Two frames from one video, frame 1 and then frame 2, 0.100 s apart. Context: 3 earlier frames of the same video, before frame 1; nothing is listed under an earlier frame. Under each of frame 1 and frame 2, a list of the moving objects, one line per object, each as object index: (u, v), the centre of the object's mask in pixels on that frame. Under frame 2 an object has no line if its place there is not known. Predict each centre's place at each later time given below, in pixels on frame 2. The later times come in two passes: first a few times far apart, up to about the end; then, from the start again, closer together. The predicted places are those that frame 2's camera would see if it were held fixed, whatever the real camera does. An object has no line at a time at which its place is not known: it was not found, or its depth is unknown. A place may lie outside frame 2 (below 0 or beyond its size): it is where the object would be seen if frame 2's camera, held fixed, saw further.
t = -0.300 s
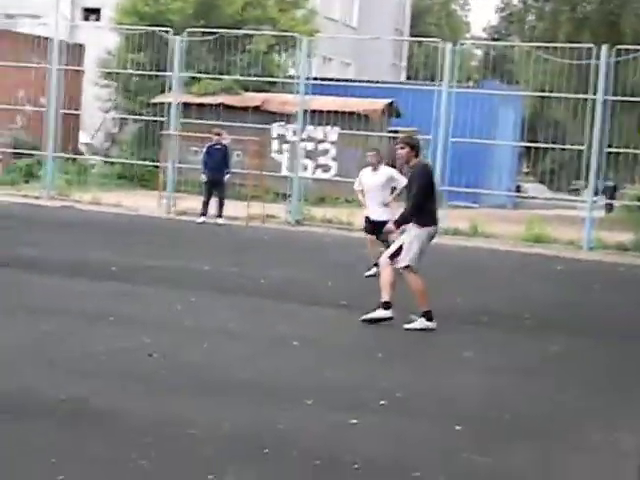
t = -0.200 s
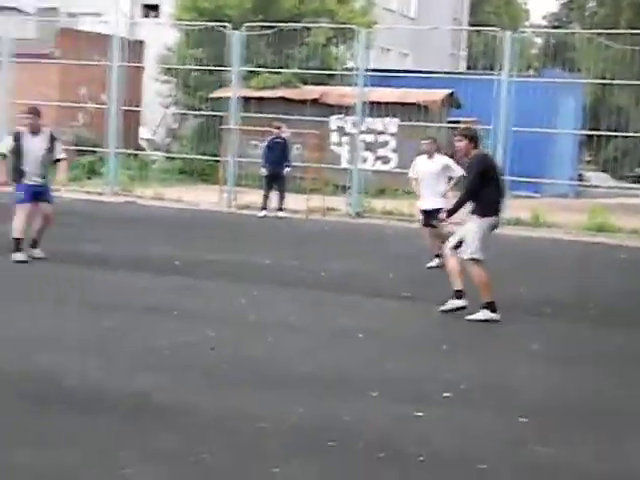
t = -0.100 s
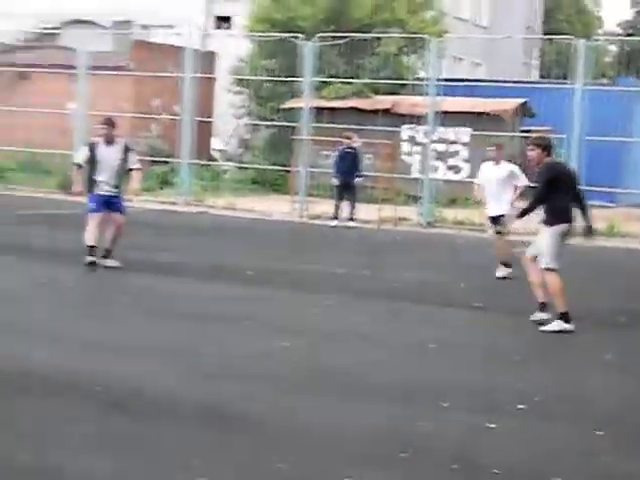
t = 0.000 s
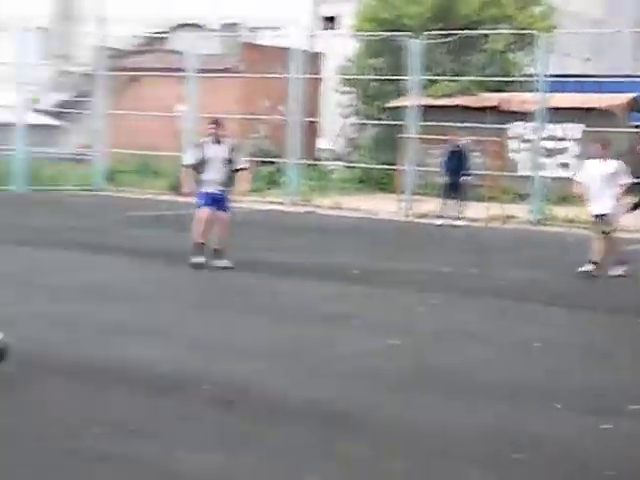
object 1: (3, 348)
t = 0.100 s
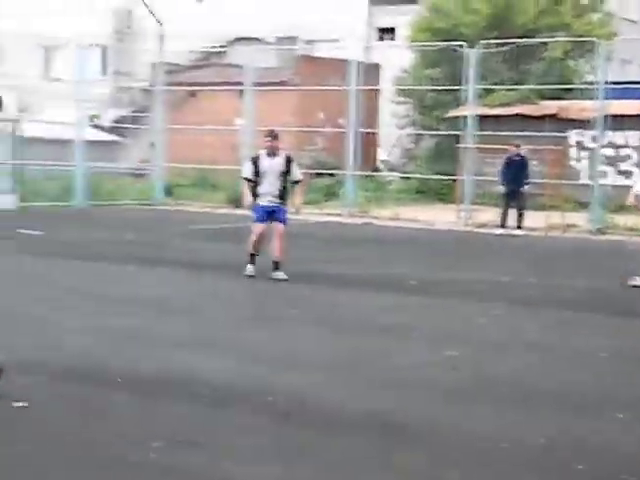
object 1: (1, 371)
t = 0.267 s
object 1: (2, 338)
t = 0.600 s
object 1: (199, 355)
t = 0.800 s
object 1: (231, 340)
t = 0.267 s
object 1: (2, 338)
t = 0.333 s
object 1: (57, 335)
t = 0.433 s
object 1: (121, 341)
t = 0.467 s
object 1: (142, 347)
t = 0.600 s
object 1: (199, 355)
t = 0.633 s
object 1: (204, 348)
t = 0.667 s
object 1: (209, 343)
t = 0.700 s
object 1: (214, 340)
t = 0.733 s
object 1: (220, 338)
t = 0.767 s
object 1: (226, 338)
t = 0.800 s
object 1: (231, 340)
